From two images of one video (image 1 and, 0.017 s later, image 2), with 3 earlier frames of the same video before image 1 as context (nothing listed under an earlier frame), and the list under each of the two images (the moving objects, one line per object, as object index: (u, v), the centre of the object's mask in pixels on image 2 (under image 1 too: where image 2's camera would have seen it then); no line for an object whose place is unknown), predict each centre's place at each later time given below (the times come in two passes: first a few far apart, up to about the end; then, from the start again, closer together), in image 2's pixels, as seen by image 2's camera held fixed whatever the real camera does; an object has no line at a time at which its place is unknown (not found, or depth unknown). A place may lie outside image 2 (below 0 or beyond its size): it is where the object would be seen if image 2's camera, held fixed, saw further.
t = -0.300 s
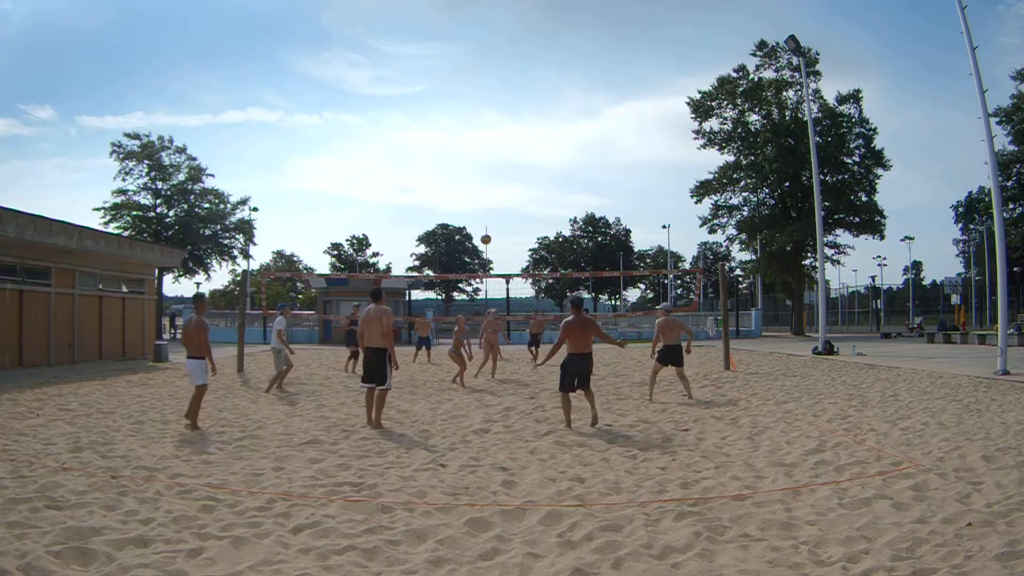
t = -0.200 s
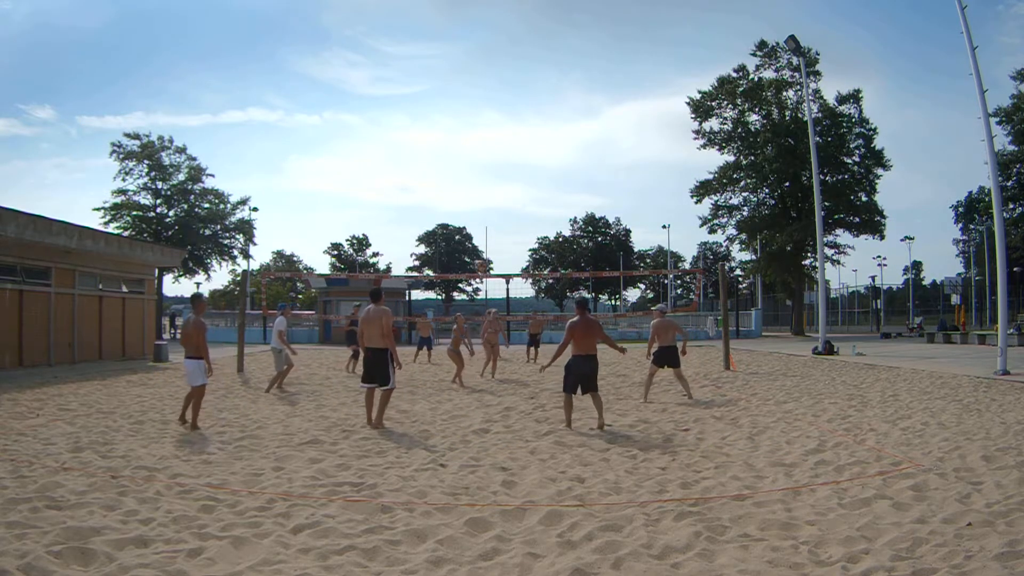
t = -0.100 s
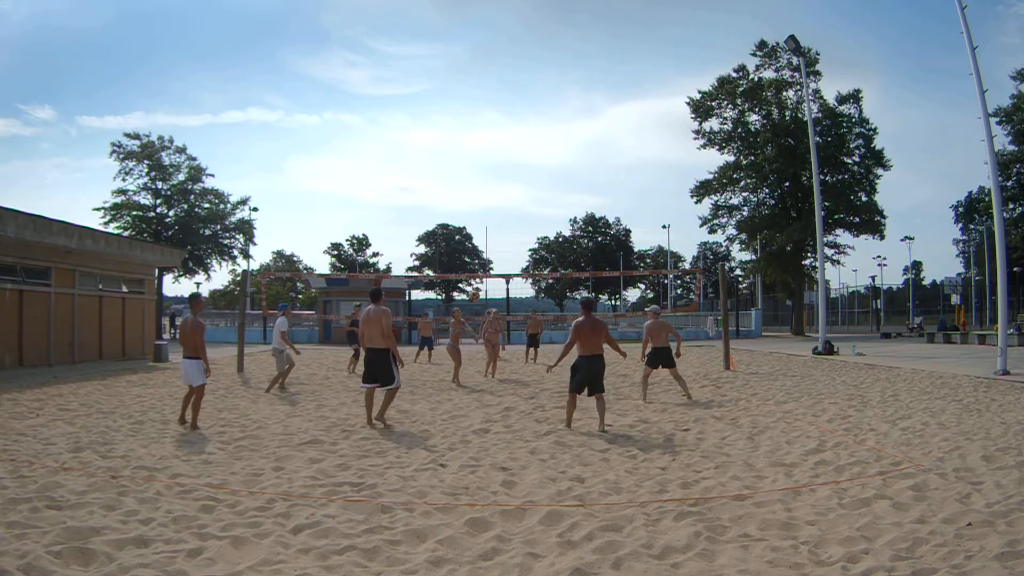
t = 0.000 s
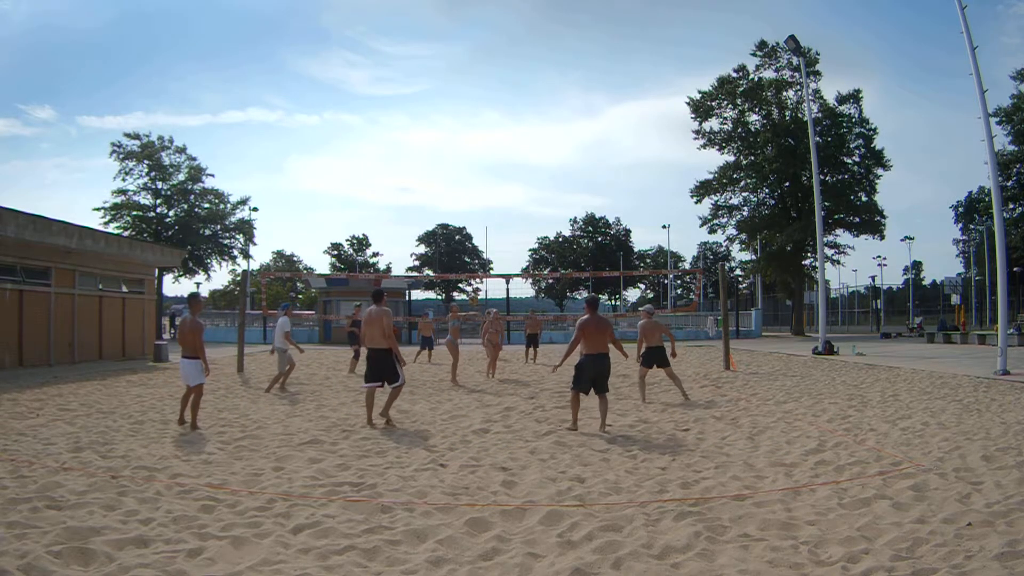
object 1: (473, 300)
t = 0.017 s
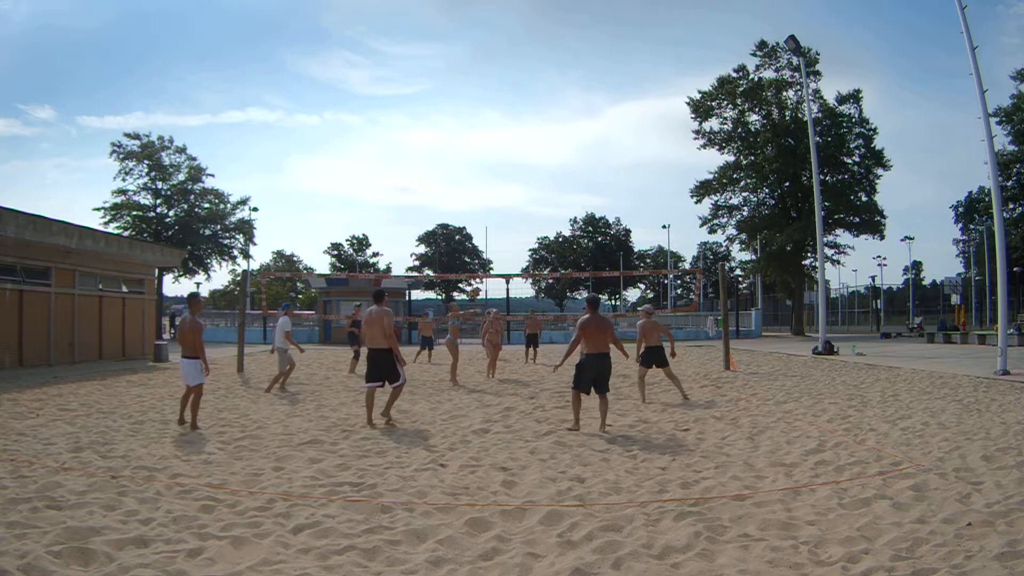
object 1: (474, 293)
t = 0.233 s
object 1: (486, 212)
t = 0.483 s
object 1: (499, 153)
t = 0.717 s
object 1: (509, 126)
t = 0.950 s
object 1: (519, 123)
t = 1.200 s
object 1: (529, 144)
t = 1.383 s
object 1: (536, 176)
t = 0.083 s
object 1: (478, 265)
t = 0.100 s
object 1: (479, 258)
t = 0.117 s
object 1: (480, 252)
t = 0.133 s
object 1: (481, 246)
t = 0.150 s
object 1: (482, 240)
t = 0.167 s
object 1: (483, 234)
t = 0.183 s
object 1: (484, 228)
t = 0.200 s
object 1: (485, 223)
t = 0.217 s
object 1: (485, 218)
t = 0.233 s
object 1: (486, 212)
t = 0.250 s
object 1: (487, 207)
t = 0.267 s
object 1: (488, 202)
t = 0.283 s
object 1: (489, 198)
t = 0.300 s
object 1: (490, 193)
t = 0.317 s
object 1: (491, 189)
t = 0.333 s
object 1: (491, 185)
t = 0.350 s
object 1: (492, 181)
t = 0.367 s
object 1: (493, 177)
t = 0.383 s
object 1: (494, 173)
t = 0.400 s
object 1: (495, 169)
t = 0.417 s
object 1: (496, 166)
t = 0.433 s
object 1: (497, 162)
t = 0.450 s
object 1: (497, 159)
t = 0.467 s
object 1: (498, 156)
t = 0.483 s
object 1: (499, 153)
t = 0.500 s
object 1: (500, 150)
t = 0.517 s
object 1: (500, 148)
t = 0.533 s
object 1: (501, 145)
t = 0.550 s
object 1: (502, 143)
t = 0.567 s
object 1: (503, 141)
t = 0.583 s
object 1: (503, 138)
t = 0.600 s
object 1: (504, 137)
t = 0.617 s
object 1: (505, 135)
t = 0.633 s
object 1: (506, 133)
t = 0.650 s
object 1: (507, 131)
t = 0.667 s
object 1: (507, 130)
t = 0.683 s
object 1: (508, 128)
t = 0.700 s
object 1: (509, 127)
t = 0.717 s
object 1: (509, 126)
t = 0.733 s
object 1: (510, 125)
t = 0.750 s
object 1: (511, 124)
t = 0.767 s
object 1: (512, 123)
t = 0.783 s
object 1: (512, 123)
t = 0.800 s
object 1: (513, 122)
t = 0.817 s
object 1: (514, 122)
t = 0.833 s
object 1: (514, 122)
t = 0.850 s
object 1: (515, 121)
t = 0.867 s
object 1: (516, 121)
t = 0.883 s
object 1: (517, 121)
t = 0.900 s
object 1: (517, 121)
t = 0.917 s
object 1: (518, 122)
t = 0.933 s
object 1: (519, 122)
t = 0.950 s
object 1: (519, 123)
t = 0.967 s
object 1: (520, 123)
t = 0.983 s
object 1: (521, 124)
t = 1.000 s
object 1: (521, 125)
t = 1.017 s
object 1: (522, 126)
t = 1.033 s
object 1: (523, 127)
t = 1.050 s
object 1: (523, 128)
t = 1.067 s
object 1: (524, 129)
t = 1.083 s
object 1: (525, 131)
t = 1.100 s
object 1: (525, 132)
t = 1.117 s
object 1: (526, 134)
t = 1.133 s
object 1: (527, 136)
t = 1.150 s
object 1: (527, 138)
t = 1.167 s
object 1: (528, 140)
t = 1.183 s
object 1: (529, 142)
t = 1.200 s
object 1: (529, 144)
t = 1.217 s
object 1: (530, 146)
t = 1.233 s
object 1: (531, 149)
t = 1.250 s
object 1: (531, 151)
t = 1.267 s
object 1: (532, 154)
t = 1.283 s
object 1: (533, 157)
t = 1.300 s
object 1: (533, 160)
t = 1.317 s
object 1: (534, 163)
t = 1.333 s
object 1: (534, 166)
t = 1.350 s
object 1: (535, 169)
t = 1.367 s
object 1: (536, 173)
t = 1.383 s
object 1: (536, 176)
